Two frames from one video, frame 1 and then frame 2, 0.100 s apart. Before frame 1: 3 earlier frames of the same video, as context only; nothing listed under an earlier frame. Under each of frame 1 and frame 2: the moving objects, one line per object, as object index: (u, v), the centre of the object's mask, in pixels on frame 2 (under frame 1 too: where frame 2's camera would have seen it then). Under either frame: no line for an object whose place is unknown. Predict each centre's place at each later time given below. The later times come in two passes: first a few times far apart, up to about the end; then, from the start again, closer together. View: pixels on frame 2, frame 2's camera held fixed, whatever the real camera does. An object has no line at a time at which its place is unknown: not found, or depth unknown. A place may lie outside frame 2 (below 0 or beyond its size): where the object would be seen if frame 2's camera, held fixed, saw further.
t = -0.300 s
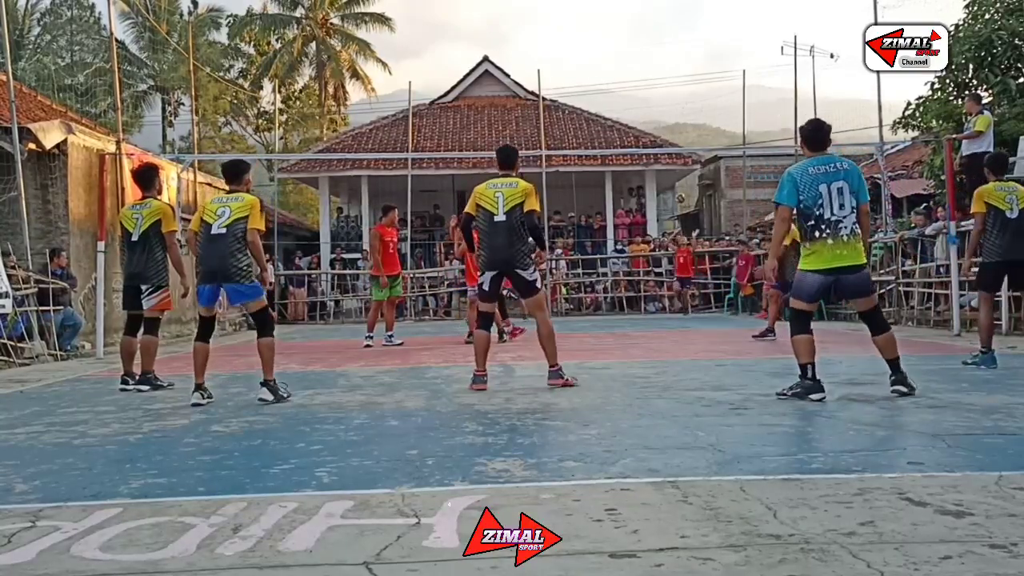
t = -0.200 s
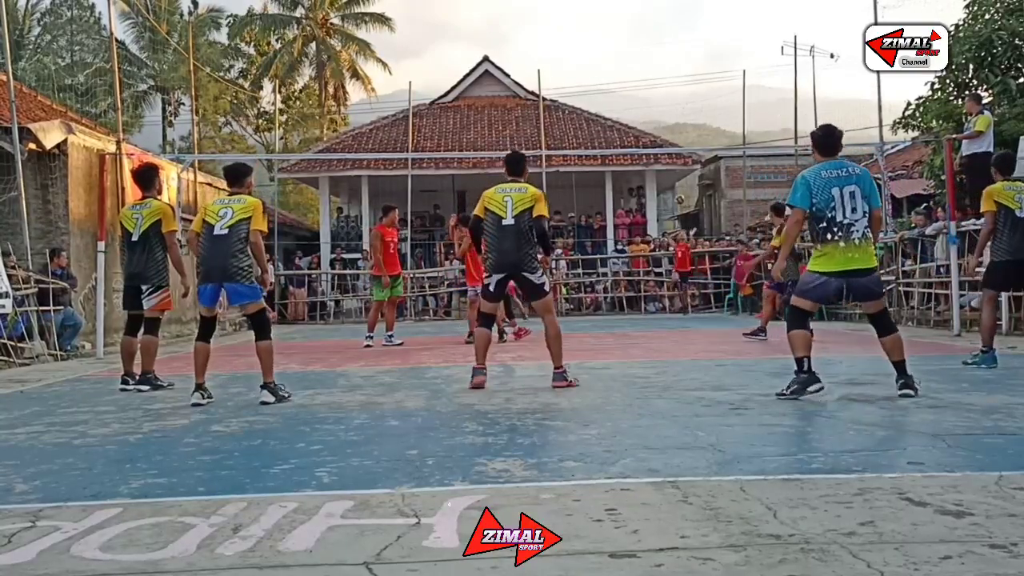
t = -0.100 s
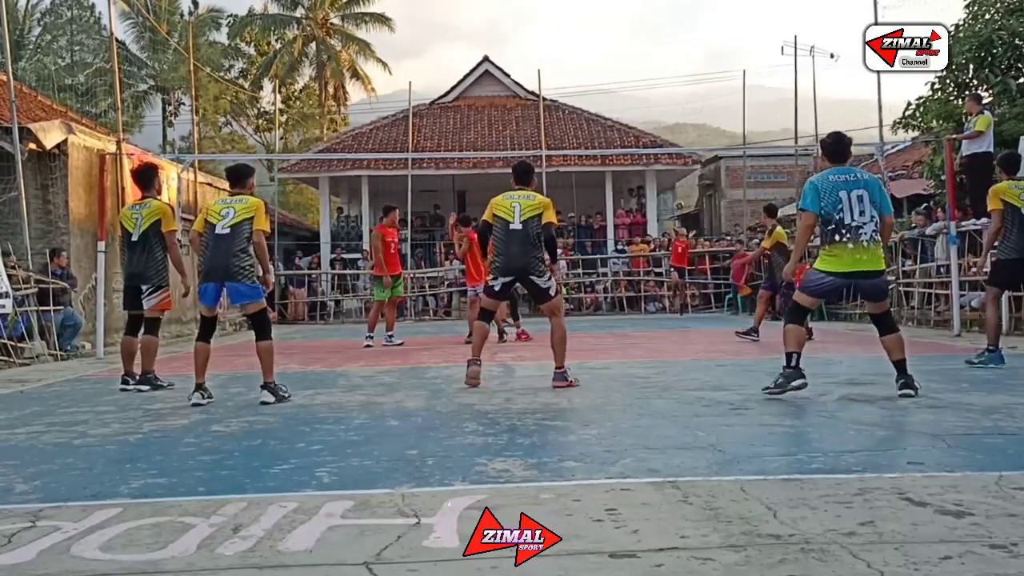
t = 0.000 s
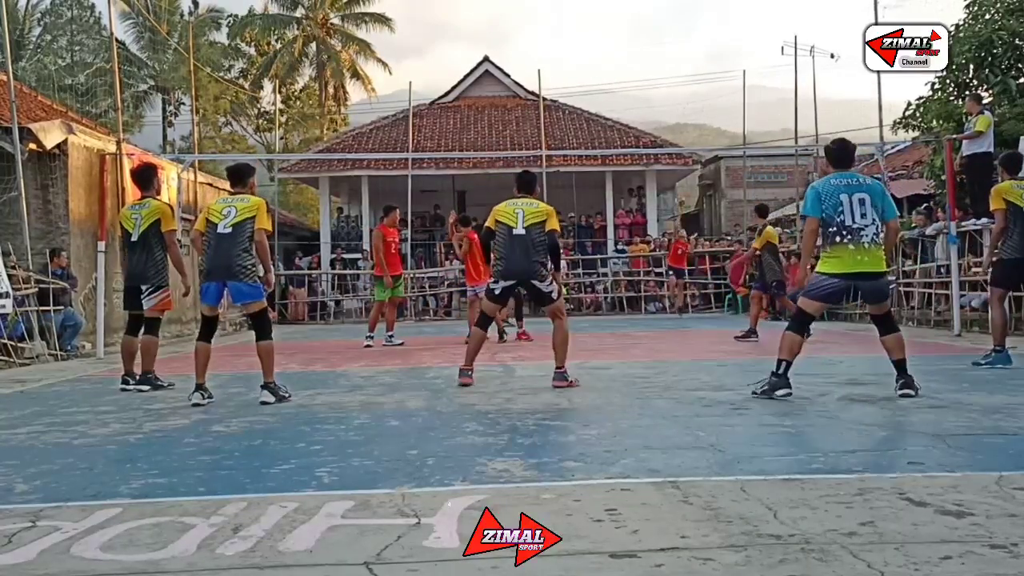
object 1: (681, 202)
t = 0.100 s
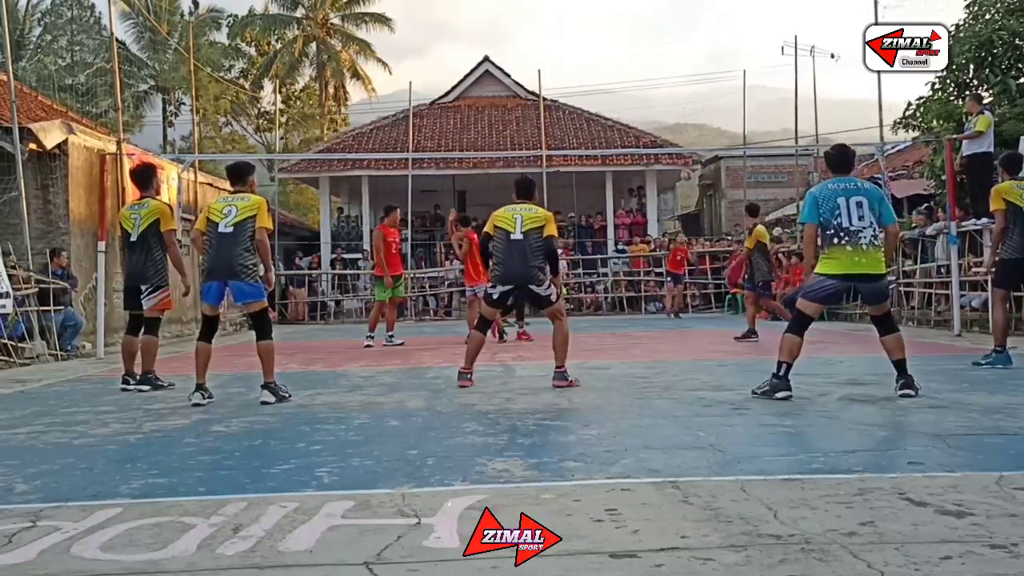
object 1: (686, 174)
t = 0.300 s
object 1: (705, 127)
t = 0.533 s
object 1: (740, 89)
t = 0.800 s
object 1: (807, 106)
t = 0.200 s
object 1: (693, 146)
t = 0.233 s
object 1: (698, 142)
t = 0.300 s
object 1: (705, 127)
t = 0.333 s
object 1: (709, 119)
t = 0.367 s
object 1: (713, 113)
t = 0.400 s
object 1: (718, 107)
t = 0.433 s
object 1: (723, 101)
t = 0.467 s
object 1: (729, 96)
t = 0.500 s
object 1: (734, 92)
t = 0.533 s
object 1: (740, 89)
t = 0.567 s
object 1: (747, 87)
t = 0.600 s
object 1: (754, 86)
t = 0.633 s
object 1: (761, 86)
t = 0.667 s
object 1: (769, 87)
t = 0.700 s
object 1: (777, 90)
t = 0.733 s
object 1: (786, 94)
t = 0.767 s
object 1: (796, 99)
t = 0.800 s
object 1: (807, 106)
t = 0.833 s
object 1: (818, 114)
